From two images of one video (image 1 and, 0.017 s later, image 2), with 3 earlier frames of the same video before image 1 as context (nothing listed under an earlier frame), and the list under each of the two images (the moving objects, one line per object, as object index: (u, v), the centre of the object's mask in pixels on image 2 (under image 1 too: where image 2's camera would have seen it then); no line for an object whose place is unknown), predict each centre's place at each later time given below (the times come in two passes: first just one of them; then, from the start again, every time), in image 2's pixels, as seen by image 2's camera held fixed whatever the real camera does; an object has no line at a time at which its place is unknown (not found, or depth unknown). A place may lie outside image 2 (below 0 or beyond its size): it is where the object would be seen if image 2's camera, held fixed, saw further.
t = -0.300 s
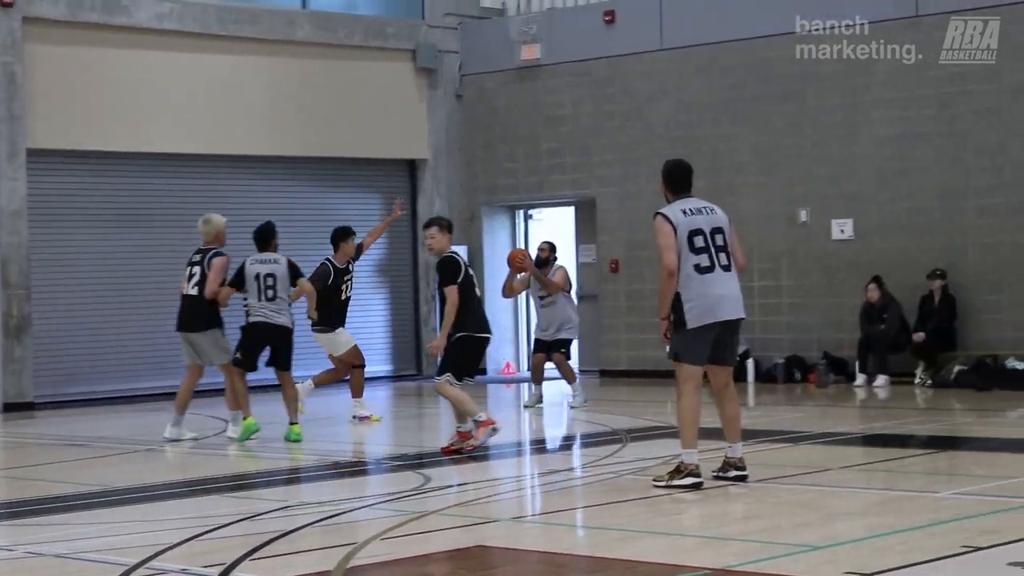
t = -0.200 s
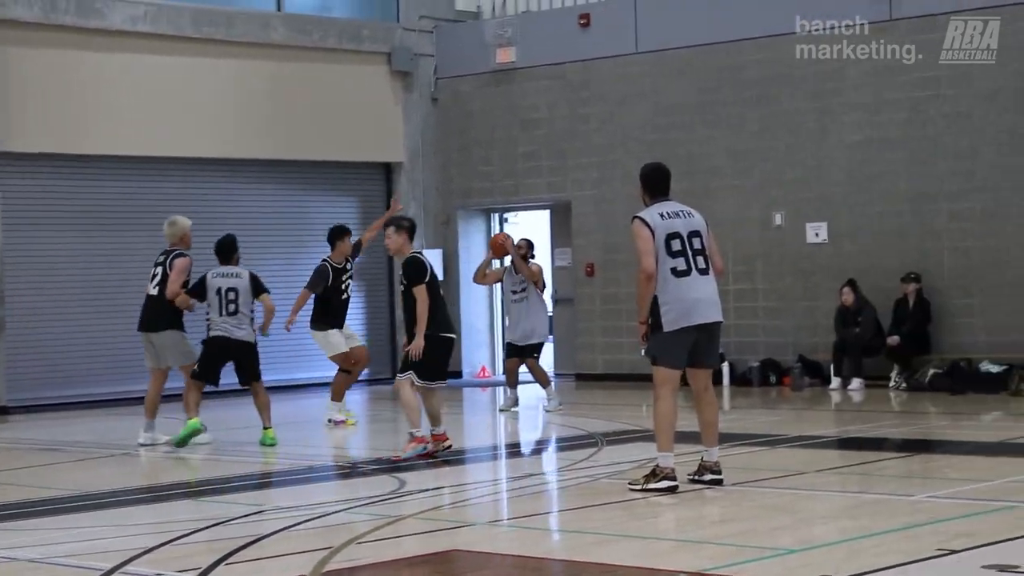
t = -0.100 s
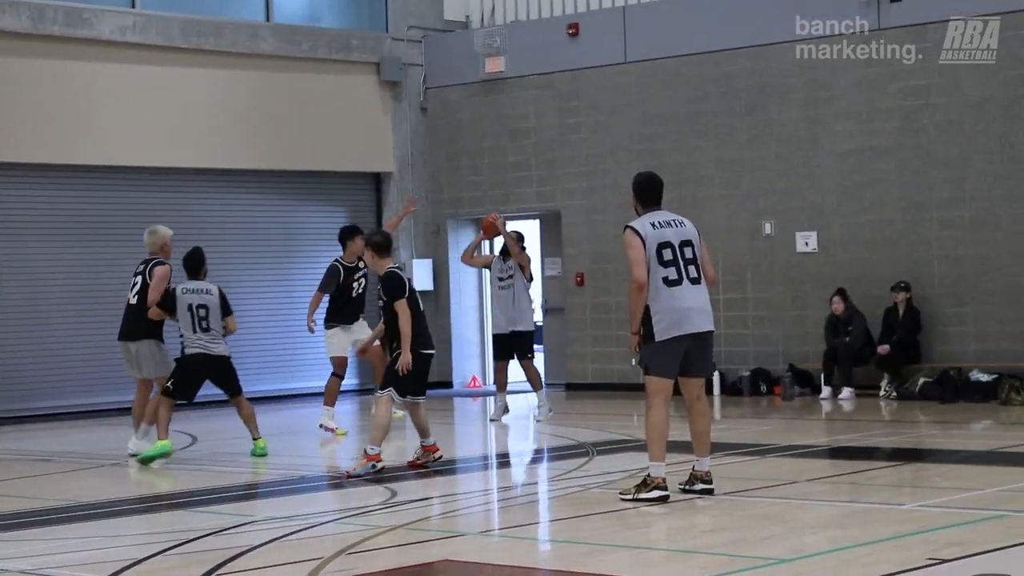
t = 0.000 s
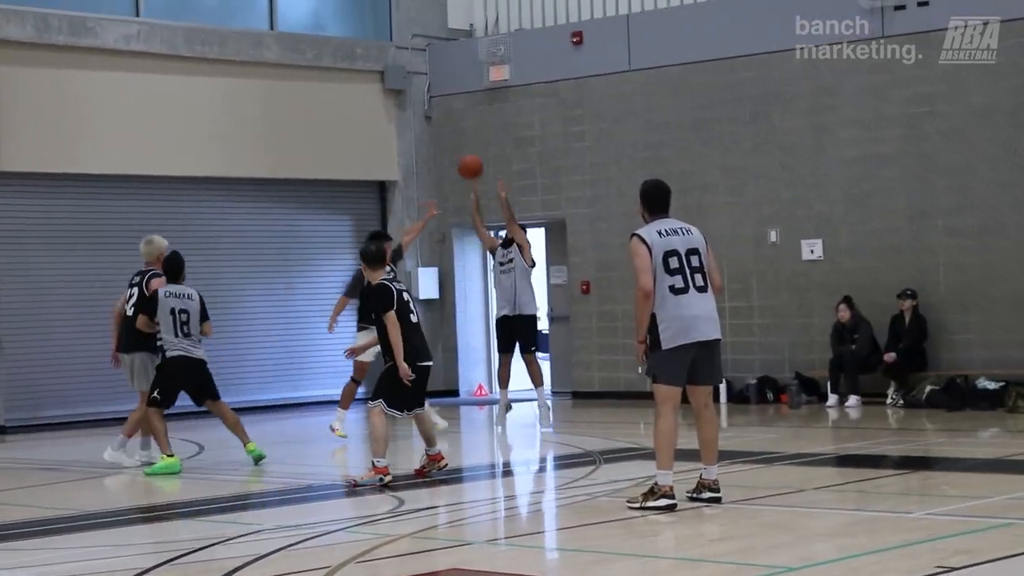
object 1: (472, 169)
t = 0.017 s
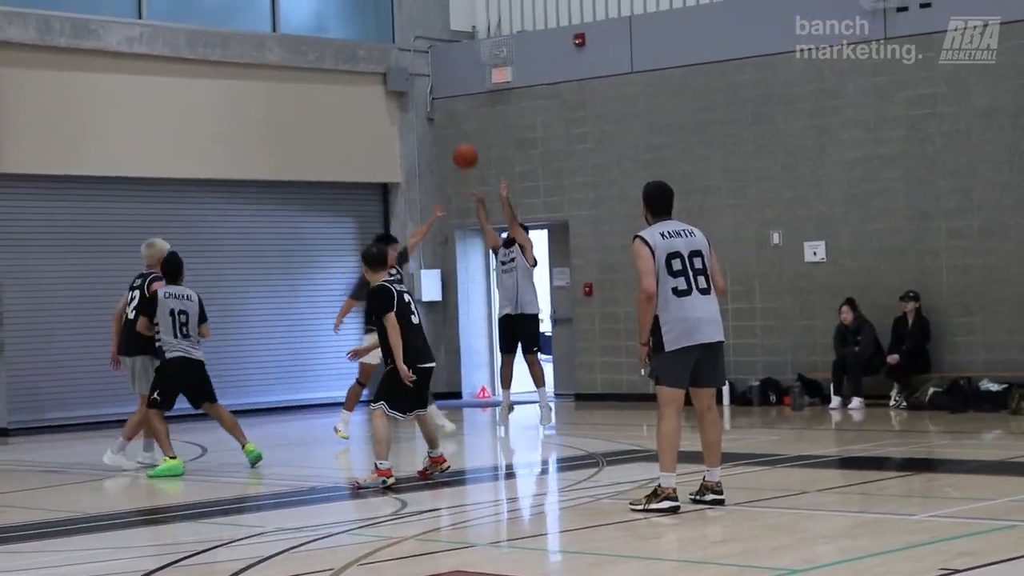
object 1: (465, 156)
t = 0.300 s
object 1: (329, -26)
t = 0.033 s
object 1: (457, 143)
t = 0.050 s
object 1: (449, 132)
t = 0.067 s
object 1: (441, 120)
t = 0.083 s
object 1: (434, 109)
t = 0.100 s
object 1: (426, 97)
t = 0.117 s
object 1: (418, 85)
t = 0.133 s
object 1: (410, 74)
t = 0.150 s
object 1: (403, 63)
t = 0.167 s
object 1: (394, 52)
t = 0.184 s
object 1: (386, 42)
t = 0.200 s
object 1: (379, 31)
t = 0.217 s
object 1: (370, 21)
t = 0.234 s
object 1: (362, 11)
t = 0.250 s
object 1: (354, 2)
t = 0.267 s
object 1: (345, -8)
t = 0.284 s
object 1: (337, -17)
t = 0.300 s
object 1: (329, -26)
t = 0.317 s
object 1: (321, -34)
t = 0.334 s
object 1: (313, -43)
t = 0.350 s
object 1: (305, -51)
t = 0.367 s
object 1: (297, -58)
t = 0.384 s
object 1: (289, -66)
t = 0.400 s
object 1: (281, -73)
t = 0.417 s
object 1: (273, -80)
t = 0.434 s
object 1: (265, -86)
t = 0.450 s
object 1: (257, -93)
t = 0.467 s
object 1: (248, -98)
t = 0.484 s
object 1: (240, -104)
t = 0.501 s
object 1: (232, -109)
